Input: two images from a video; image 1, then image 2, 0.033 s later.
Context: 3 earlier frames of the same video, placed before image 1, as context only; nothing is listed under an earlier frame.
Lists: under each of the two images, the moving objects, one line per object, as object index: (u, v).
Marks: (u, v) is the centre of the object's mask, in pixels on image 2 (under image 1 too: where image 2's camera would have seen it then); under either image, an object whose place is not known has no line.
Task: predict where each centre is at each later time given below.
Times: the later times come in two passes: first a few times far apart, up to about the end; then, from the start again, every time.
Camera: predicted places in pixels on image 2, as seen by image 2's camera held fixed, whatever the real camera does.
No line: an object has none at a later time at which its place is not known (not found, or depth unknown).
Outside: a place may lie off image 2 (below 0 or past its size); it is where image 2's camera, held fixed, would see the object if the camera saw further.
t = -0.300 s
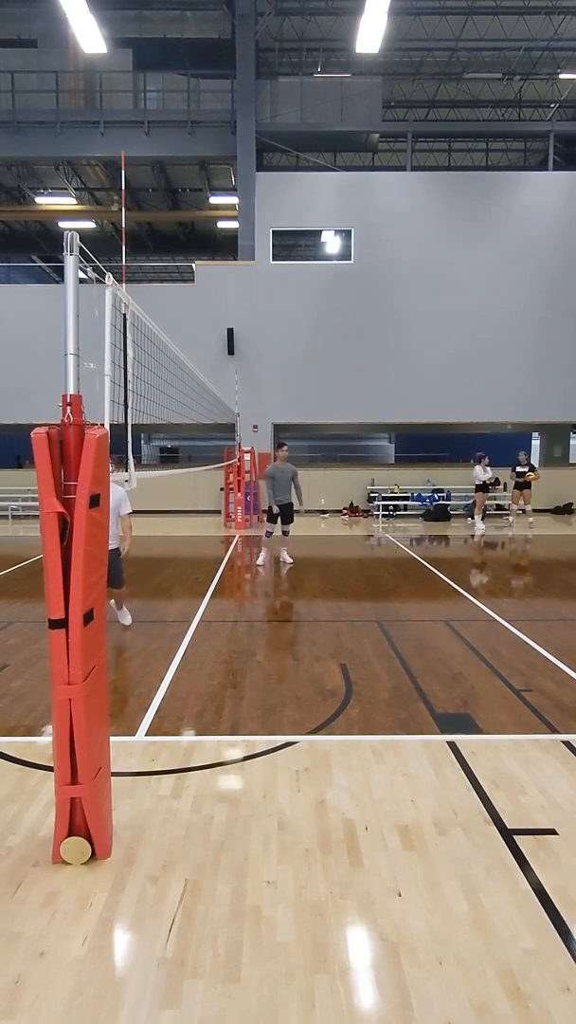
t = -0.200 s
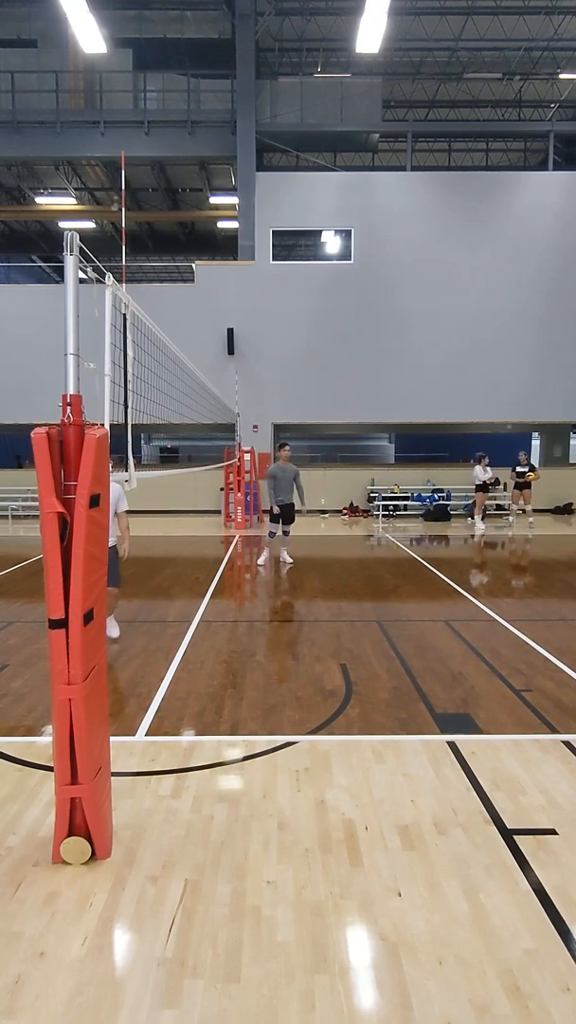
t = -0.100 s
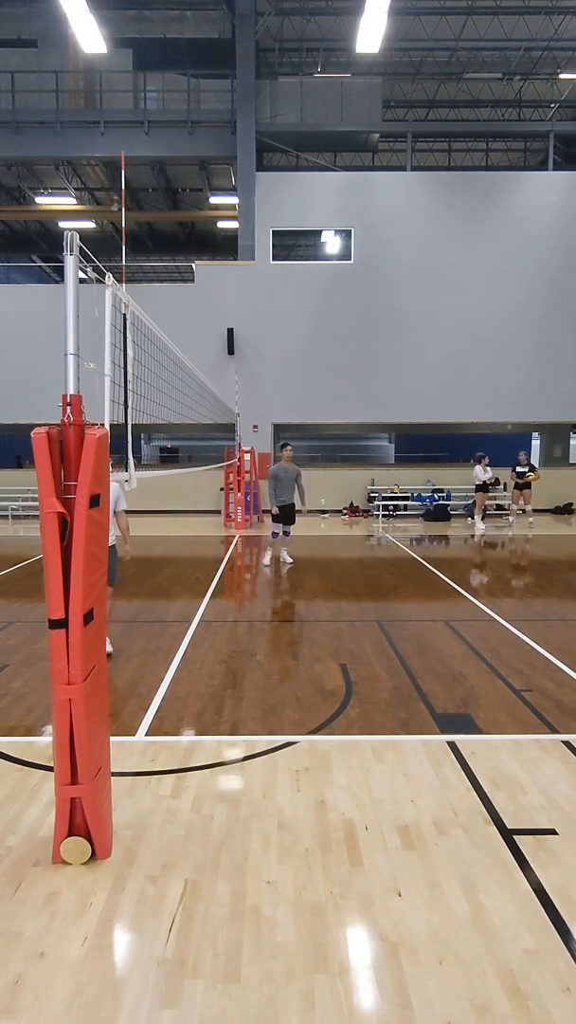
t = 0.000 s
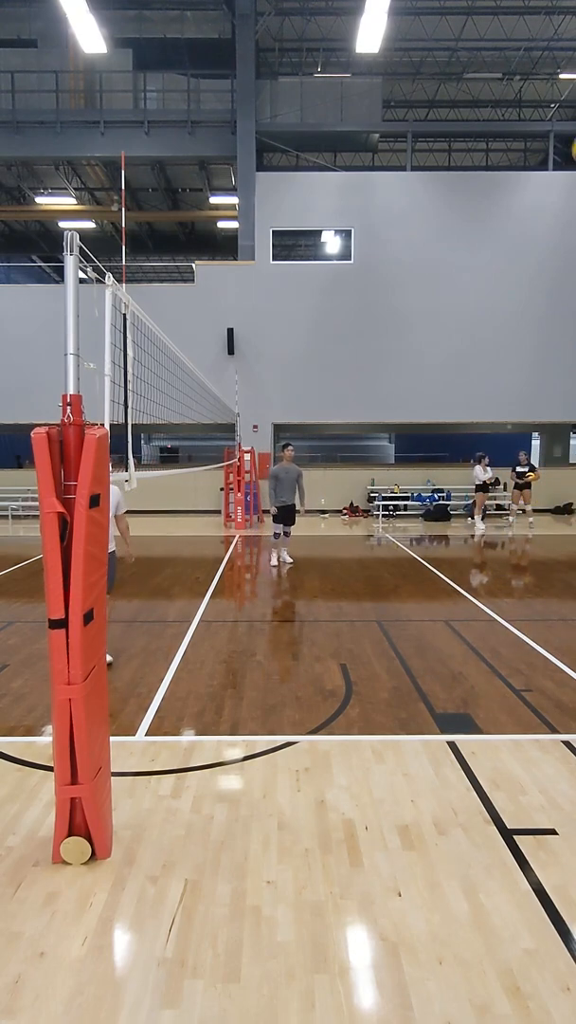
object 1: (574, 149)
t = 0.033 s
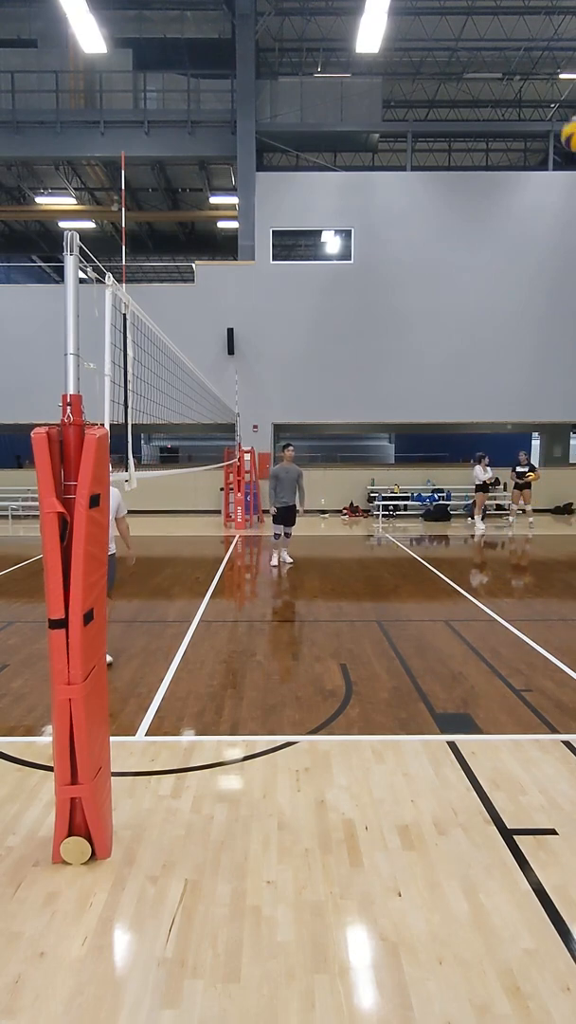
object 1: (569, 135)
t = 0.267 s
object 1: (509, 93)
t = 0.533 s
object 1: (450, 134)
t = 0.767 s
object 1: (411, 217)
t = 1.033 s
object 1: (376, 344)
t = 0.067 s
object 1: (564, 122)
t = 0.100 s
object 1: (557, 112)
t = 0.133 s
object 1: (547, 105)
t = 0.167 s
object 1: (537, 99)
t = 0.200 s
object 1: (527, 96)
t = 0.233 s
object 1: (518, 93)
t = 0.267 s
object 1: (509, 93)
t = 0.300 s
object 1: (501, 93)
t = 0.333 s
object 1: (493, 96)
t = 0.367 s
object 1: (486, 99)
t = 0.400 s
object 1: (478, 104)
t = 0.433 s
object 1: (471, 110)
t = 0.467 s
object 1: (463, 117)
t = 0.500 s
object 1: (457, 125)
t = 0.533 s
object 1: (450, 134)
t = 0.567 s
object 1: (444, 144)
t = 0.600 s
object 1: (439, 153)
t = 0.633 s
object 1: (433, 164)
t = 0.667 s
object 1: (426, 177)
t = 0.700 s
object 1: (421, 190)
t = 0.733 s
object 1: (416, 203)
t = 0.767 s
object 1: (411, 217)
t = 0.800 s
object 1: (406, 231)
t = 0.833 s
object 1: (401, 246)
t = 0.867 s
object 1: (396, 261)
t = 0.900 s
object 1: (391, 277)
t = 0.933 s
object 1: (387, 293)
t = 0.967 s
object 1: (383, 309)
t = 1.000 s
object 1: (380, 326)
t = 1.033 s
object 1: (376, 344)
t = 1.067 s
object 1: (372, 361)
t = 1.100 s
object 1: (367, 379)
